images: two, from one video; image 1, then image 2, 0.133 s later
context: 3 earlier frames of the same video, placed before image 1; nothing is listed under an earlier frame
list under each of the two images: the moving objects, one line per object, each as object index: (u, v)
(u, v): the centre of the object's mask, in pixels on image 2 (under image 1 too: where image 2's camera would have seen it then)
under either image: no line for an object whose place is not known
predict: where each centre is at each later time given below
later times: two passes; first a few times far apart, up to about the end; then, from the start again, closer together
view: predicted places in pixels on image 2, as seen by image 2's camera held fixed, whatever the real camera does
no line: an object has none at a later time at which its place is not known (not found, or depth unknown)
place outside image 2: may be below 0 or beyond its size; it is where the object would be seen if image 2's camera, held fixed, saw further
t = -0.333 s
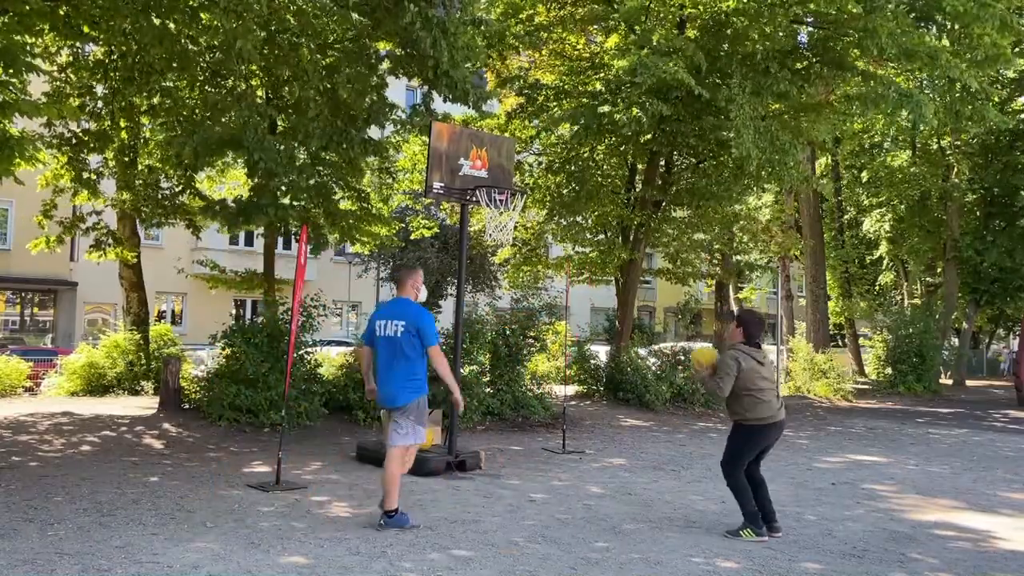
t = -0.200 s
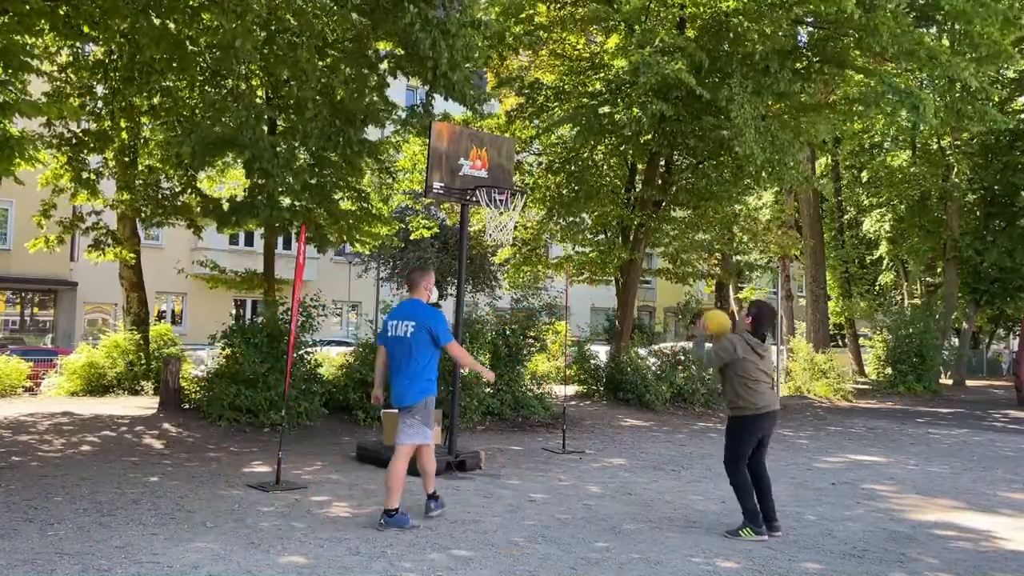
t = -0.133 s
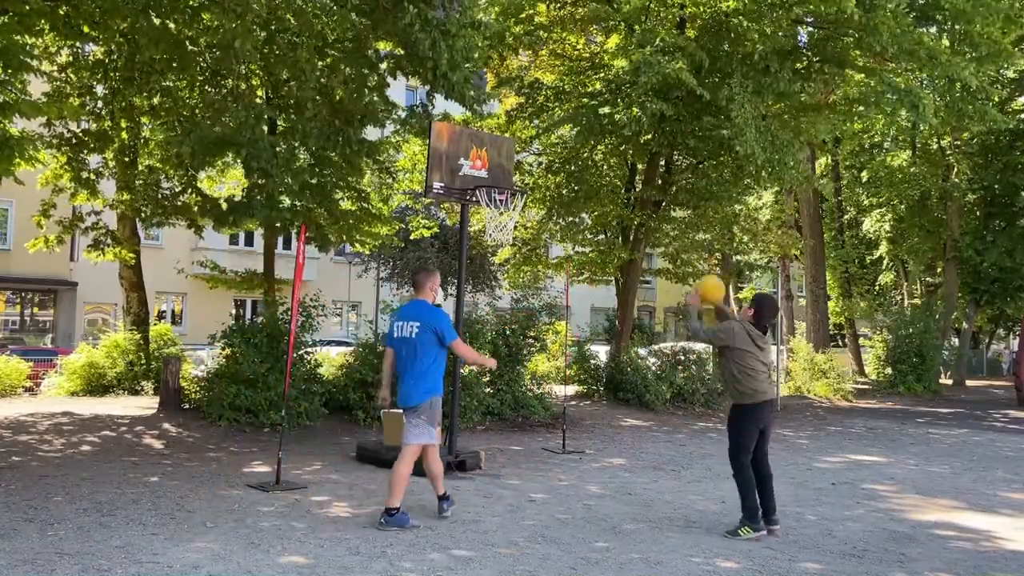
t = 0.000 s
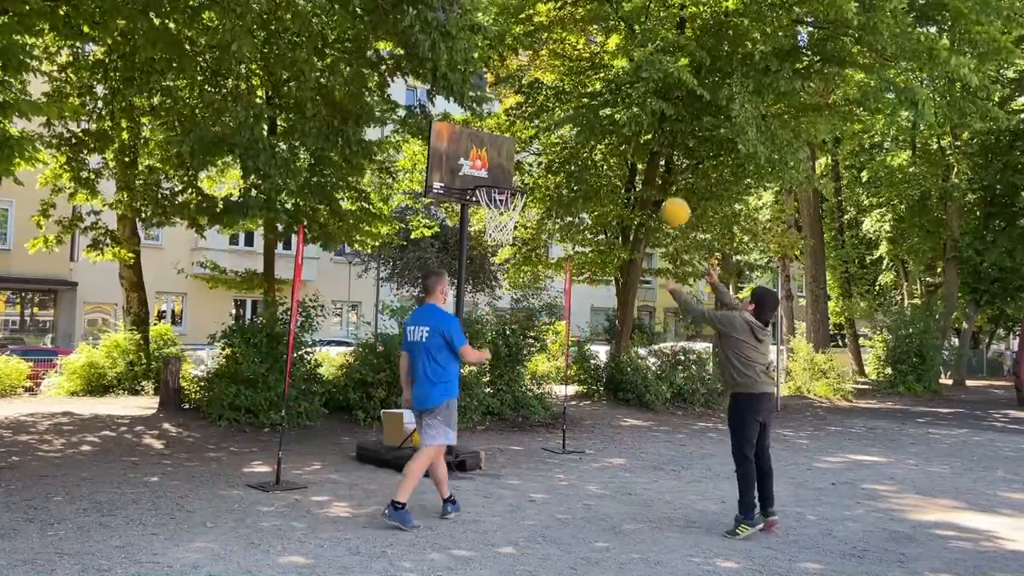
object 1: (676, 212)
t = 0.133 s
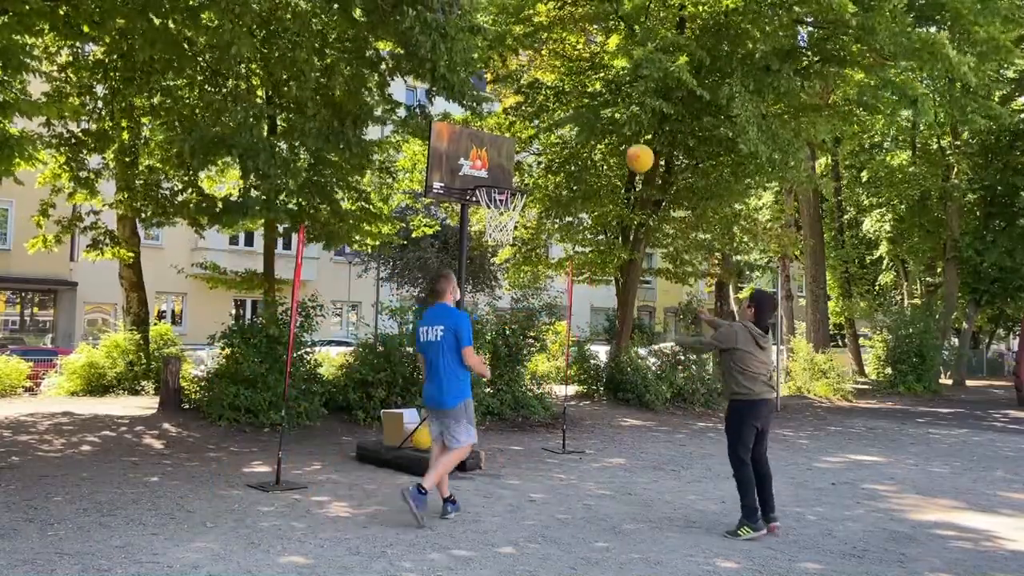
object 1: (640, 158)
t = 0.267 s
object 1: (605, 129)
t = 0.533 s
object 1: (541, 138)
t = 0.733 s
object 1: (497, 197)
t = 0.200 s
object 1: (623, 140)
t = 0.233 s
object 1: (614, 134)
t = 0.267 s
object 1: (605, 129)
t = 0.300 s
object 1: (597, 125)
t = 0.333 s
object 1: (589, 123)
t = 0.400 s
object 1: (573, 122)
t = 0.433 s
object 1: (566, 124)
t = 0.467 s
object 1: (558, 127)
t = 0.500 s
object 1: (549, 131)
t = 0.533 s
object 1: (541, 138)
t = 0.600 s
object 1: (527, 153)
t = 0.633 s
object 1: (520, 162)
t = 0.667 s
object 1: (513, 172)
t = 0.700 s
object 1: (503, 183)
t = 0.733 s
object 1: (497, 197)
